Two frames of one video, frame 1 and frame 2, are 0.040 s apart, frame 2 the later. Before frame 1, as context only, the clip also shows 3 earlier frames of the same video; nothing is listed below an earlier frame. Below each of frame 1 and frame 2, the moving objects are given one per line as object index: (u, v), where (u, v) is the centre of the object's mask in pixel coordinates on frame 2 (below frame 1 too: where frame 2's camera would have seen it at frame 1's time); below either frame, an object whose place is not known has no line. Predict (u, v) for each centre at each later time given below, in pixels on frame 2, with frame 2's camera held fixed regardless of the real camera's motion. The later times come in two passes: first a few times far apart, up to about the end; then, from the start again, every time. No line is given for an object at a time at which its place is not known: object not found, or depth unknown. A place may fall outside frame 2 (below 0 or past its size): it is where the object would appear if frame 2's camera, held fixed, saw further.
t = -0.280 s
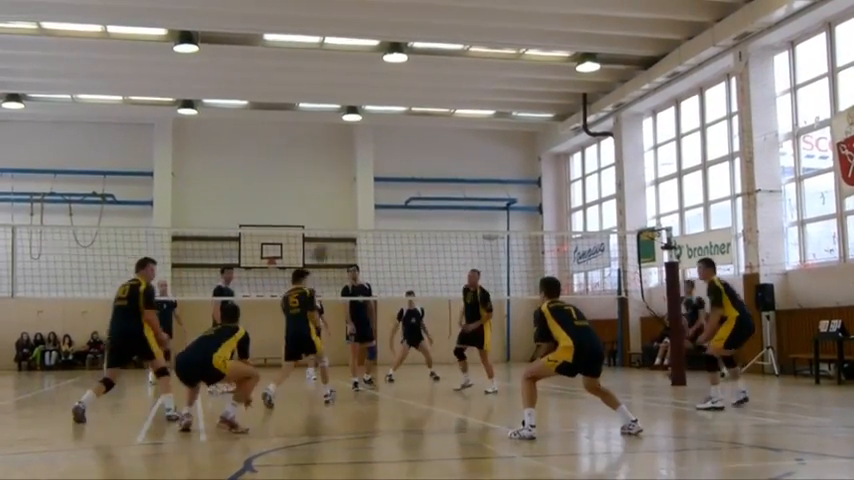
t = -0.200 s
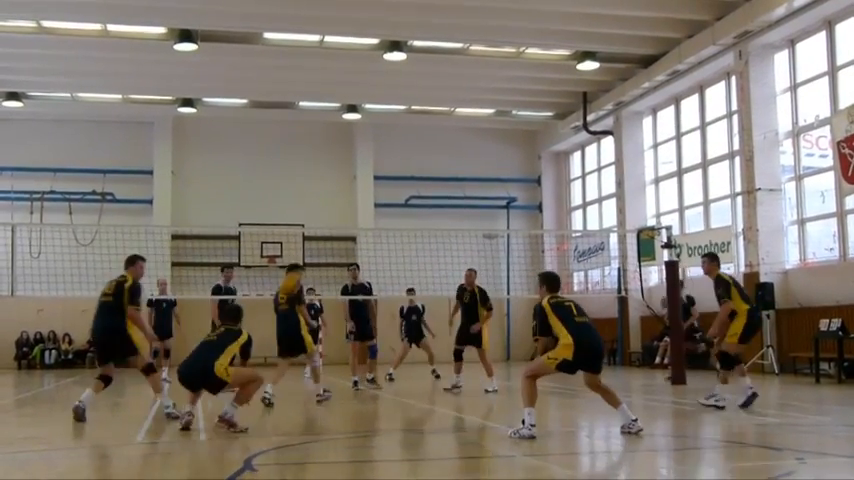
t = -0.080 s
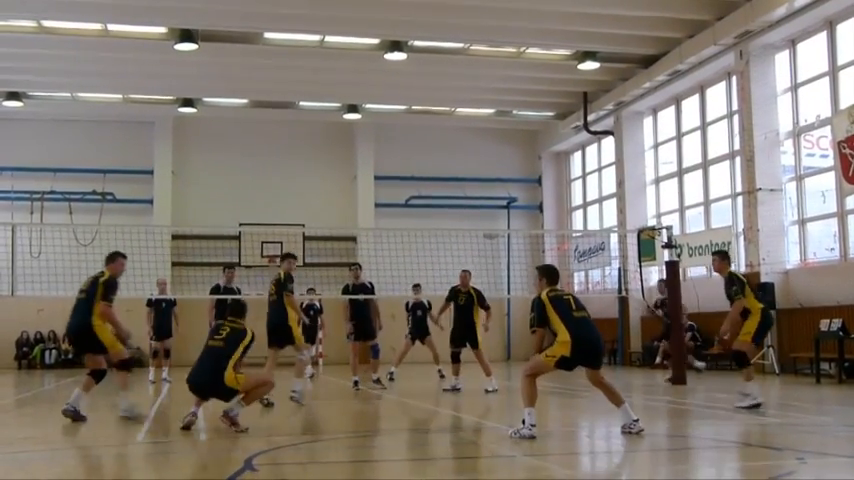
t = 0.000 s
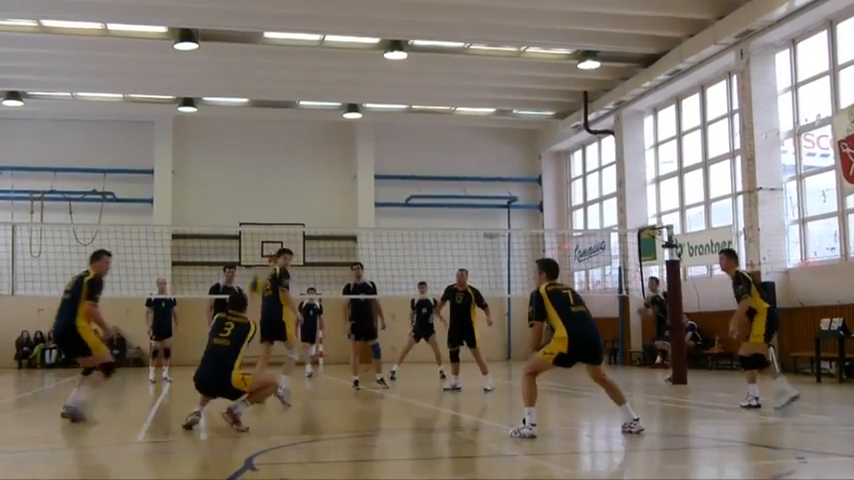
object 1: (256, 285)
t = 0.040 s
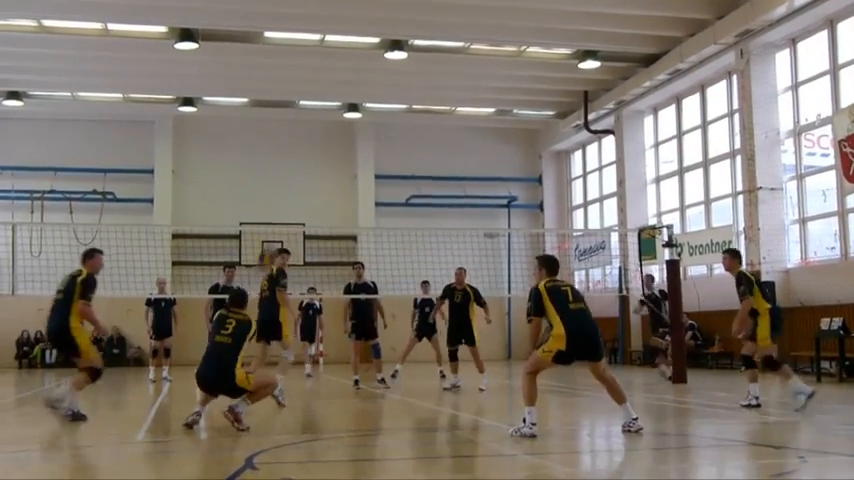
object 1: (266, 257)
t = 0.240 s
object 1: (309, 150)
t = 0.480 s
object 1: (352, 86)
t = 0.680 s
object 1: (383, 73)
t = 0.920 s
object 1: (416, 96)
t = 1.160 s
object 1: (446, 155)
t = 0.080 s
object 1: (274, 231)
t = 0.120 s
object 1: (284, 208)
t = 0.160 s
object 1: (292, 187)
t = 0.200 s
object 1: (301, 167)
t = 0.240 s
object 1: (309, 150)
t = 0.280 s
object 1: (317, 136)
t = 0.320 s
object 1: (325, 122)
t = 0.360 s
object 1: (331, 111)
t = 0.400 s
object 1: (339, 100)
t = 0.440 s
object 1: (345, 93)
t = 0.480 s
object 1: (352, 86)
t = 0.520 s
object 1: (359, 80)
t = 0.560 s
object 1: (366, 77)
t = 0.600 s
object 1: (371, 74)
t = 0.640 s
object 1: (377, 73)
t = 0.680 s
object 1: (383, 73)
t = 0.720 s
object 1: (388, 74)
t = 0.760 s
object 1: (395, 76)
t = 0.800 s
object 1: (400, 79)
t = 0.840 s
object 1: (406, 84)
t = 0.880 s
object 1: (412, 89)
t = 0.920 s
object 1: (416, 96)
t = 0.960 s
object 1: (422, 104)
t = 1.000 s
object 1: (426, 112)
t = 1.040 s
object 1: (432, 121)
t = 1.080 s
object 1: (437, 132)
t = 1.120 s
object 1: (442, 143)
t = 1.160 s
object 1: (446, 155)
